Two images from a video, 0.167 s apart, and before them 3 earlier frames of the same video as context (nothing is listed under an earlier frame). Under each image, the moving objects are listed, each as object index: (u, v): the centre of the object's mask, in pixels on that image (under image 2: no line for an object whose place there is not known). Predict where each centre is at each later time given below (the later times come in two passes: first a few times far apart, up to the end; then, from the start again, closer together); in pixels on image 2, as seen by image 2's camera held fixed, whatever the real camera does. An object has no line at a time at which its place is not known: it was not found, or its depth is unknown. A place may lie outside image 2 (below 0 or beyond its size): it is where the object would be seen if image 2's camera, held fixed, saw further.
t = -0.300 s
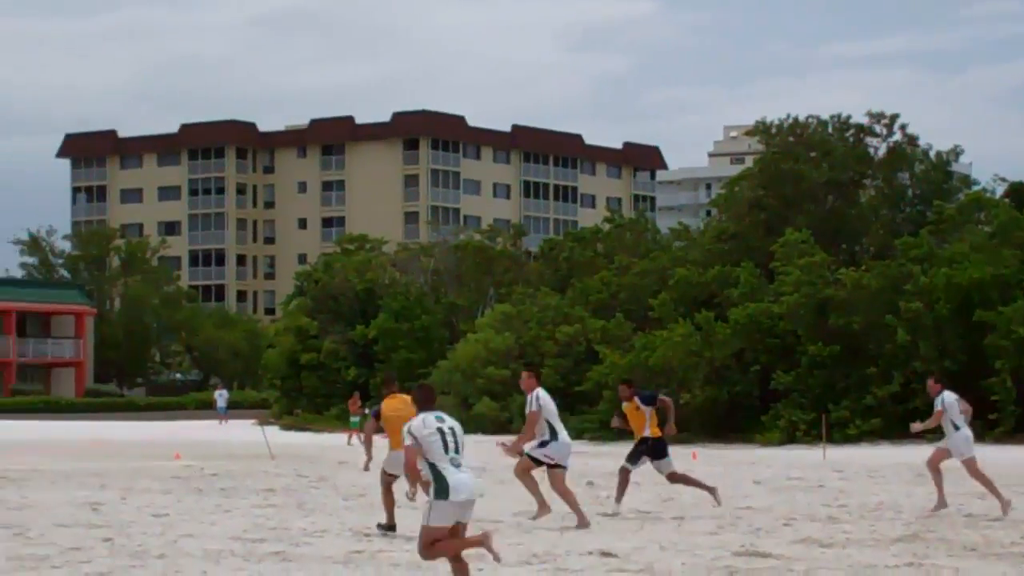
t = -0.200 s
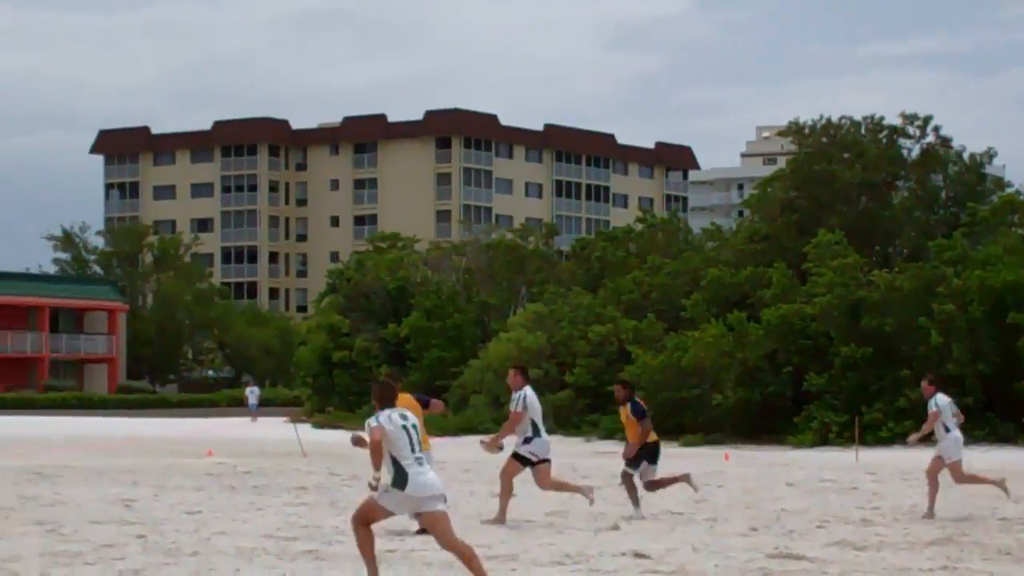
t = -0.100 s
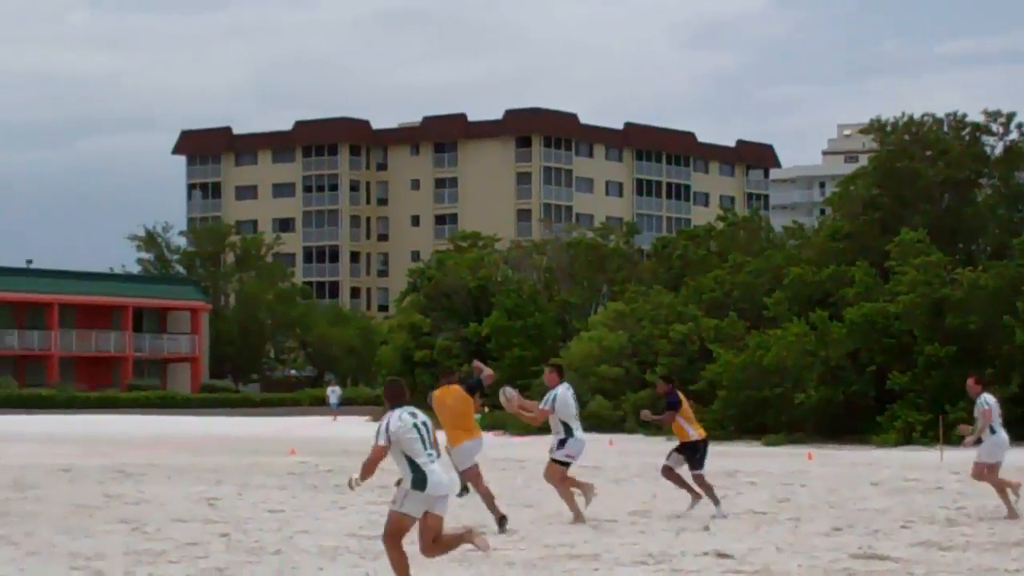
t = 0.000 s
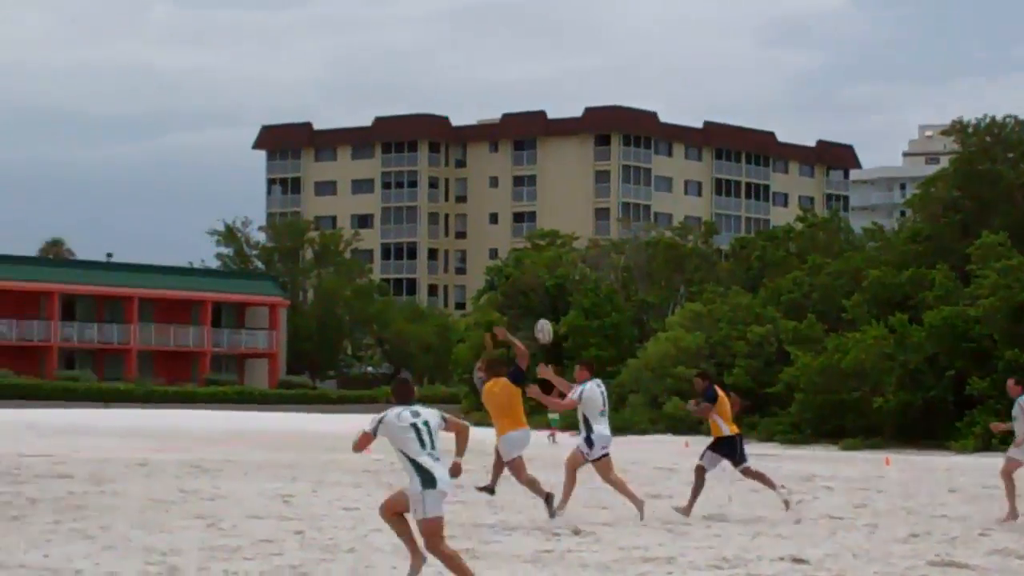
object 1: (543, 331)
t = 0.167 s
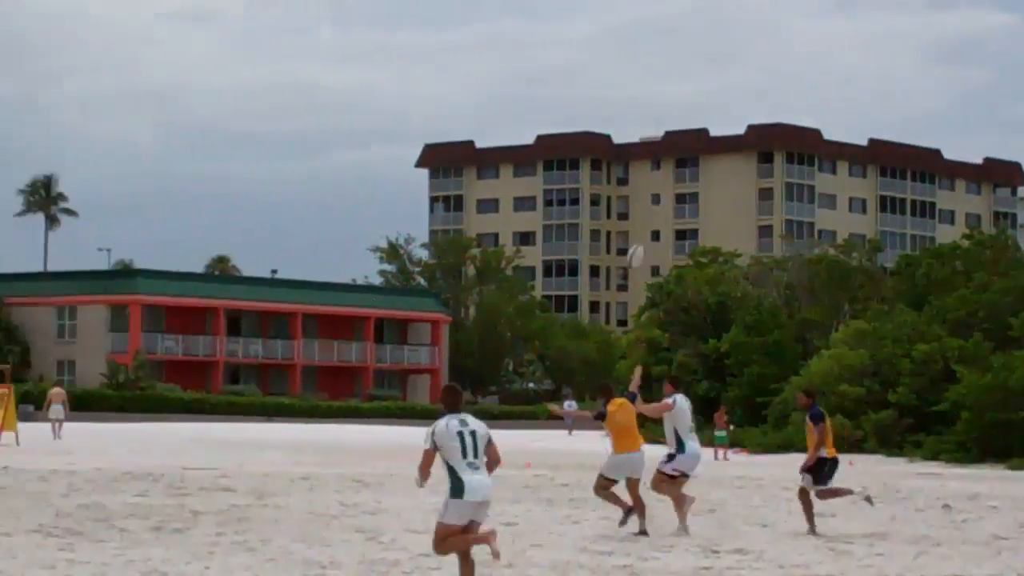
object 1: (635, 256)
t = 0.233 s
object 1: (608, 226)
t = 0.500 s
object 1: (502, 148)
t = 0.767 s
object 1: (398, 134)
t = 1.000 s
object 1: (310, 175)
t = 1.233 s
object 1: (223, 262)
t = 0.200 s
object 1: (622, 241)
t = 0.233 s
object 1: (608, 226)
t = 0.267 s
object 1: (595, 213)
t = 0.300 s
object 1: (581, 200)
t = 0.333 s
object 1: (567, 189)
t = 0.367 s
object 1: (554, 178)
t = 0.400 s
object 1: (541, 170)
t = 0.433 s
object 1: (529, 161)
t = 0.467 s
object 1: (515, 154)
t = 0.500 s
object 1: (502, 148)
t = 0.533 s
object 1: (489, 143)
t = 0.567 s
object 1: (476, 140)
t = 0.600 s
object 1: (463, 136)
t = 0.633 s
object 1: (449, 133)
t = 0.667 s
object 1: (436, 134)
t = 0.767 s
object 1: (398, 134)
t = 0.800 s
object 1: (388, 137)
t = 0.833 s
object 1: (373, 139)
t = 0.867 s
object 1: (359, 143)
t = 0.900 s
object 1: (346, 152)
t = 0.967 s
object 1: (324, 165)
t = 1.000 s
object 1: (310, 175)
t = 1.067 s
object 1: (285, 193)
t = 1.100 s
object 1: (271, 205)
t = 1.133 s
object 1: (258, 218)
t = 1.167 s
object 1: (245, 232)
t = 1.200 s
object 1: (231, 246)
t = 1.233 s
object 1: (223, 262)
